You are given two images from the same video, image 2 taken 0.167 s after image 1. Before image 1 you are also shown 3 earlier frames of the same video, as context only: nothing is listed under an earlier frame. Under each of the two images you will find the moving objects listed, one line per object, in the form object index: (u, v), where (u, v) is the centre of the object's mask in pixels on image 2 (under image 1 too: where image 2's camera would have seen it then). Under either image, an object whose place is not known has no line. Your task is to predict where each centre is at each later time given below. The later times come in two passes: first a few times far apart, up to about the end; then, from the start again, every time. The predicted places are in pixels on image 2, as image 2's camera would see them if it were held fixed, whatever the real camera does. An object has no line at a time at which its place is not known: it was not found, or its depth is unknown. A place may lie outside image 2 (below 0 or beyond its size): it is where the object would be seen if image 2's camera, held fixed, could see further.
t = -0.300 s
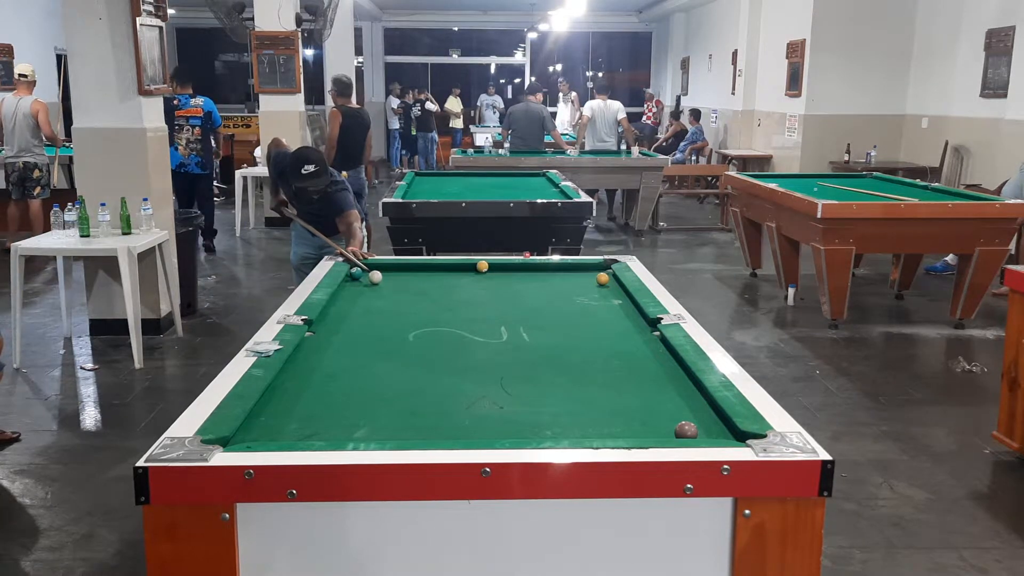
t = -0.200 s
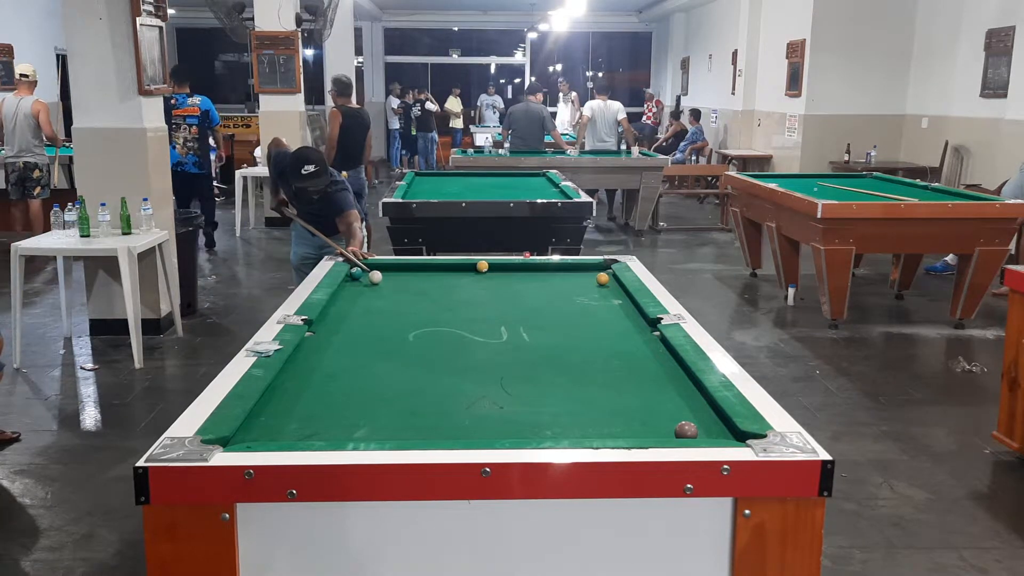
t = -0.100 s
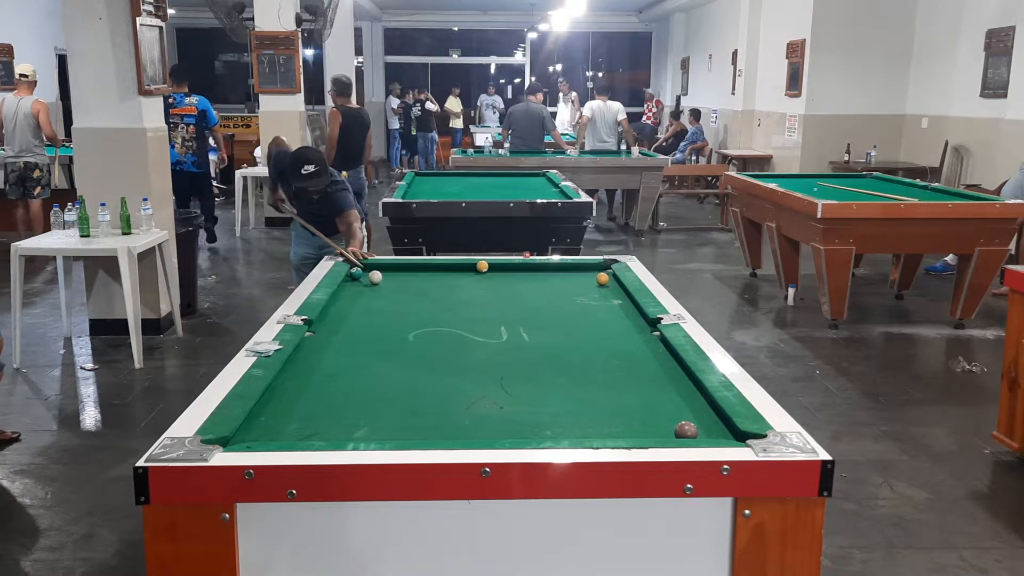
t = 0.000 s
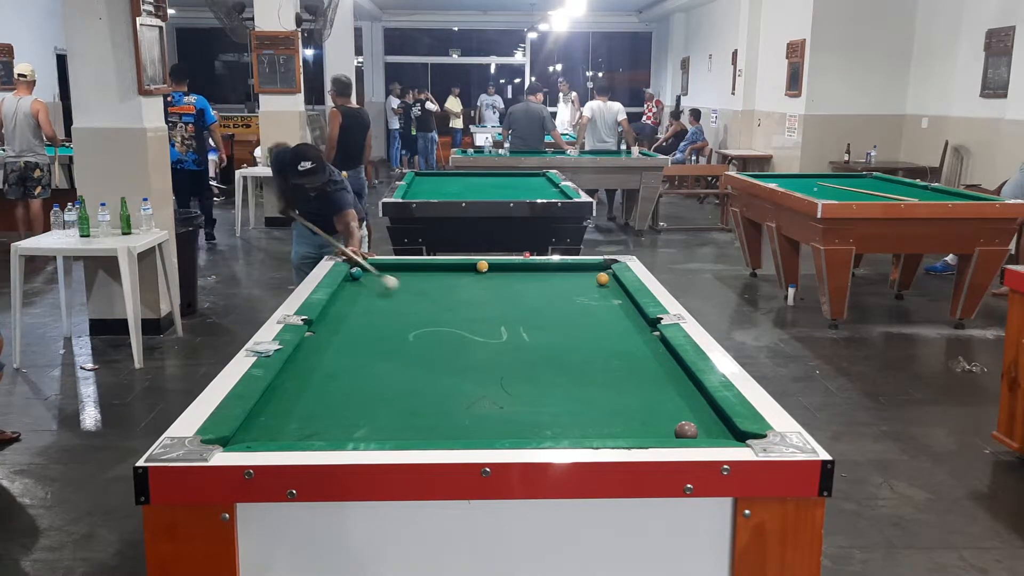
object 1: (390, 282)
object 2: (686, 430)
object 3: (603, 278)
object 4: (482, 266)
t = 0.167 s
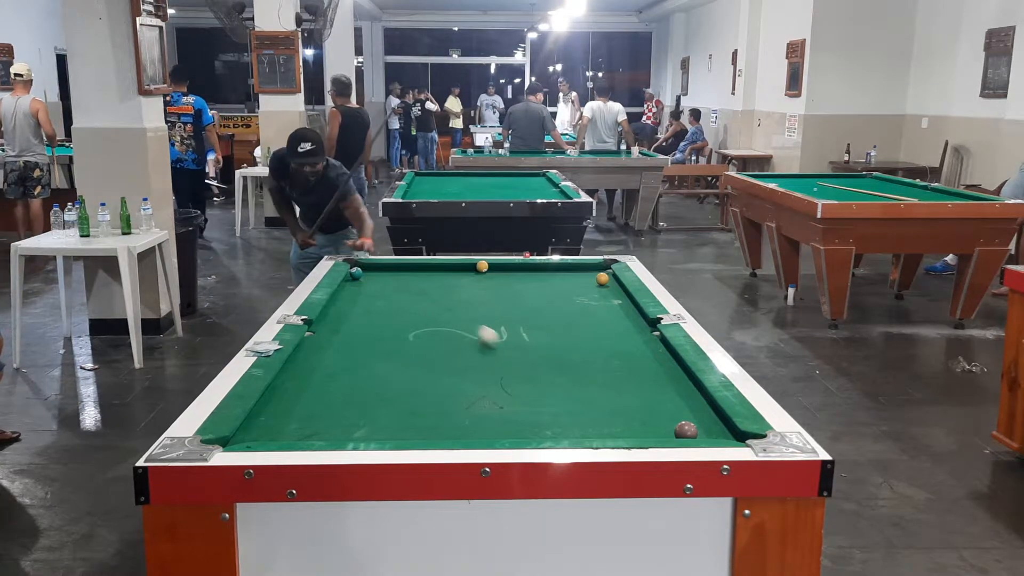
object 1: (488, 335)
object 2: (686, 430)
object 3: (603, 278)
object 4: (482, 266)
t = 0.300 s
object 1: (600, 395)
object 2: (686, 430)
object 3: (603, 278)
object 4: (482, 266)
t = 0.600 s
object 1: (611, 357)
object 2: (669, 403)
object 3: (603, 278)
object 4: (482, 266)
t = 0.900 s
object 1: (597, 303)
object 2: (602, 357)
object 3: (602, 278)
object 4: (482, 266)
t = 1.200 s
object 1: (571, 273)
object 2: (553, 323)
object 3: (595, 275)
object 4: (482, 266)
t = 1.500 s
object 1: (520, 273)
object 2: (516, 298)
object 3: (579, 276)
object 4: (482, 266)
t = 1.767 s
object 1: (458, 279)
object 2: (491, 280)
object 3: (594, 282)
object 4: (482, 266)
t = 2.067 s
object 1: (386, 286)
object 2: (462, 267)
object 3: (610, 288)
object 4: (486, 268)
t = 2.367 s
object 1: (364, 292)
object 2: (437, 273)
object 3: (624, 294)
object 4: (495, 274)
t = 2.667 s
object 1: (413, 298)
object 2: (414, 279)
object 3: (622, 300)
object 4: (505, 279)
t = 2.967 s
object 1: (462, 304)
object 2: (390, 285)
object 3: (621, 304)
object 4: (514, 284)
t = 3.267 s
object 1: (511, 310)
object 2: (368, 292)
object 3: (619, 308)
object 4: (522, 289)
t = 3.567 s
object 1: (559, 316)
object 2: (346, 297)
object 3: (617, 312)
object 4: (530, 293)
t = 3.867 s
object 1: (606, 322)
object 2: (339, 302)
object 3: (617, 315)
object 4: (538, 298)
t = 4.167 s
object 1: (646, 327)
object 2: (347, 306)
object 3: (614, 318)
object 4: (545, 301)
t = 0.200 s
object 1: (512, 349)
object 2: (686, 430)
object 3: (603, 278)
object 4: (482, 266)
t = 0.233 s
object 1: (539, 364)
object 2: (686, 430)
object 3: (603, 278)
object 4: (482, 266)
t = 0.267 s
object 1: (568, 379)
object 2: (686, 430)
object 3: (603, 278)
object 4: (482, 266)
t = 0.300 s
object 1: (600, 395)
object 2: (686, 430)
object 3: (603, 278)
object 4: (482, 266)
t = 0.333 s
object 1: (635, 414)
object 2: (686, 430)
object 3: (603, 278)
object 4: (482, 266)
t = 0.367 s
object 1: (663, 430)
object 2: (697, 430)
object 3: (603, 278)
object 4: (482, 266)
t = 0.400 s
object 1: (656, 422)
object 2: (733, 434)
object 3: (603, 278)
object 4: (482, 266)
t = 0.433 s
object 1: (646, 407)
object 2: (719, 433)
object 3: (603, 278)
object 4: (482, 266)
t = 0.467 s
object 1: (636, 398)
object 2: (708, 429)
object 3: (603, 278)
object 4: (482, 266)
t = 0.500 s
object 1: (628, 385)
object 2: (697, 423)
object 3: (603, 278)
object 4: (482, 266)
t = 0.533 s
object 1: (621, 375)
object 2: (687, 416)
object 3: (603, 278)
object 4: (482, 266)
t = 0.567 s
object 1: (616, 366)
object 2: (678, 409)
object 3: (603, 278)
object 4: (482, 266)
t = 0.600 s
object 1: (611, 357)
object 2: (669, 403)
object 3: (603, 278)
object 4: (482, 266)
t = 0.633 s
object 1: (608, 349)
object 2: (660, 397)
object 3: (603, 278)
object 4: (482, 266)
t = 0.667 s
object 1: (605, 341)
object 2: (652, 391)
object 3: (602, 278)
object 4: (482, 266)
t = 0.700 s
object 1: (603, 335)
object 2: (643, 386)
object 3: (603, 278)
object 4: (482, 266)
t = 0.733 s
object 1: (602, 329)
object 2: (636, 380)
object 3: (603, 278)
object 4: (482, 266)
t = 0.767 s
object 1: (601, 324)
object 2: (629, 375)
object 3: (602, 278)
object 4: (482, 266)
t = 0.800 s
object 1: (600, 318)
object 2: (621, 370)
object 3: (603, 278)
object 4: (482, 266)
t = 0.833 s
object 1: (599, 313)
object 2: (614, 365)
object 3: (603, 278)
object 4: (482, 266)
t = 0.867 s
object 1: (598, 308)
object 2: (607, 361)
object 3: (603, 278)
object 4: (482, 266)
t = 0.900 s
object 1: (597, 303)
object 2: (602, 357)
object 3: (602, 278)
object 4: (482, 266)
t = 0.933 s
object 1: (597, 299)
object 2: (595, 352)
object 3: (602, 278)
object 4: (482, 266)
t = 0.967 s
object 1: (596, 295)
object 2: (589, 348)
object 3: (603, 278)
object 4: (482, 266)
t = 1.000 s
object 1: (595, 290)
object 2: (584, 344)
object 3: (603, 278)
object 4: (482, 266)
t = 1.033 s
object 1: (594, 287)
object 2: (578, 340)
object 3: (603, 278)
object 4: (482, 266)
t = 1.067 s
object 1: (593, 283)
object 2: (573, 337)
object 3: (603, 278)
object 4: (482, 266)
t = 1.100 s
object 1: (591, 280)
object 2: (568, 333)
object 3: (605, 278)
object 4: (482, 266)
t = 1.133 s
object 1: (584, 277)
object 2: (563, 329)
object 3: (610, 276)
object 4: (482, 266)
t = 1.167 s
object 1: (578, 275)
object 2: (558, 326)
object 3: (603, 275)
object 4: (482, 266)
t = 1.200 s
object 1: (571, 273)
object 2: (553, 323)
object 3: (595, 275)
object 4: (482, 266)
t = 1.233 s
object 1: (566, 270)
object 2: (548, 320)
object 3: (588, 274)
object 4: (482, 266)
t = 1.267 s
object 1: (561, 268)
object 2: (544, 317)
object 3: (582, 273)
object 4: (482, 266)
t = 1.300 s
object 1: (556, 266)
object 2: (540, 314)
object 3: (575, 273)
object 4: (482, 266)
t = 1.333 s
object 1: (554, 267)
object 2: (536, 311)
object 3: (569, 272)
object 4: (482, 266)
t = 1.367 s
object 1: (551, 269)
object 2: (532, 308)
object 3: (566, 272)
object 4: (482, 266)
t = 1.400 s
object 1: (543, 270)
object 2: (528, 305)
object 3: (570, 273)
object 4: (482, 266)
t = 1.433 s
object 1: (535, 271)
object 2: (524, 303)
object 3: (573, 274)
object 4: (482, 266)
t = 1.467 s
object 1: (527, 272)
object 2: (520, 300)
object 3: (577, 275)
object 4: (482, 266)
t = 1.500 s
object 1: (520, 273)
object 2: (516, 298)
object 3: (579, 276)
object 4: (482, 266)
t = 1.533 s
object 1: (512, 273)
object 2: (513, 295)
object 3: (581, 277)
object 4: (482, 266)
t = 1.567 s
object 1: (504, 274)
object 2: (510, 293)
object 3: (583, 277)
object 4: (482, 266)
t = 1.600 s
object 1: (497, 275)
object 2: (506, 291)
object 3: (584, 278)
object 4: (482, 266)
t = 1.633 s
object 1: (489, 275)
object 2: (503, 288)
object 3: (586, 279)
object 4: (482, 266)
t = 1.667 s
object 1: (482, 276)
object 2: (500, 286)
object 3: (589, 279)
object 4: (482, 266)
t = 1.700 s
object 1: (474, 277)
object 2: (497, 284)
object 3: (590, 280)
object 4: (482, 266)
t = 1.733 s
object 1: (466, 278)
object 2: (494, 282)
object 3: (592, 281)
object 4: (482, 266)
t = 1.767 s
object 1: (458, 279)
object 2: (491, 280)
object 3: (594, 282)
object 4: (482, 266)
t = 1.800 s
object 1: (450, 279)
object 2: (488, 278)
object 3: (596, 282)
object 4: (482, 266)
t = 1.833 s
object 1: (442, 280)
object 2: (486, 276)
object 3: (598, 283)
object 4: (482, 266)
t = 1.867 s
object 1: (434, 281)
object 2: (483, 274)
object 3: (599, 284)
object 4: (482, 265)
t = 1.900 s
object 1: (426, 282)
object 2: (480, 272)
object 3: (601, 284)
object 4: (483, 265)
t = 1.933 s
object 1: (419, 282)
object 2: (478, 270)
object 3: (603, 285)
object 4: (483, 265)
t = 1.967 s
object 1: (410, 283)
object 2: (474, 268)
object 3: (605, 286)
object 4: (483, 266)
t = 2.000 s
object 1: (402, 284)
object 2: (470, 268)
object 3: (606, 286)
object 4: (484, 267)
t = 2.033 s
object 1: (394, 285)
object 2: (465, 266)
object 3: (608, 287)
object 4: (485, 267)
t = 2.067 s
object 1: (386, 286)
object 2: (462, 267)
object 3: (610, 288)
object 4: (486, 268)
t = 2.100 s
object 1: (378, 287)
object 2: (459, 268)
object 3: (612, 288)
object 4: (487, 268)
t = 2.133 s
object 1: (369, 287)
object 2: (456, 268)
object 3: (613, 289)
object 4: (488, 269)
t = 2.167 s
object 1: (361, 288)
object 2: (454, 269)
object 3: (615, 290)
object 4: (489, 270)
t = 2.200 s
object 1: (353, 289)
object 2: (451, 270)
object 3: (616, 291)
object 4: (490, 271)
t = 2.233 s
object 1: (344, 290)
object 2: (448, 270)
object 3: (618, 291)
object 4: (491, 271)
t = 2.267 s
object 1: (346, 290)
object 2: (445, 271)
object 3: (620, 292)
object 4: (492, 272)
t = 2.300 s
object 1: (352, 291)
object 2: (443, 272)
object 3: (622, 293)
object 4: (493, 272)
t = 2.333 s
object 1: (358, 292)
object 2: (440, 273)
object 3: (623, 294)
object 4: (494, 273)
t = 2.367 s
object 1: (364, 292)
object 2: (437, 273)
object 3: (624, 294)
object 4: (495, 274)
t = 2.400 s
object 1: (369, 293)
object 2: (435, 274)
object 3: (624, 295)
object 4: (497, 274)
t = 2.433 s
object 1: (375, 294)
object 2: (432, 274)
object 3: (624, 296)
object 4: (497, 275)
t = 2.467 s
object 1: (380, 295)
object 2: (430, 275)
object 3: (624, 296)
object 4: (499, 275)
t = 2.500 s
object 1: (385, 295)
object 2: (427, 276)
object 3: (623, 297)
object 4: (500, 276)
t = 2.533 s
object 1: (391, 296)
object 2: (424, 276)
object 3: (623, 297)
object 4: (501, 277)
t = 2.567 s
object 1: (396, 296)
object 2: (421, 277)
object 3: (623, 298)
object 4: (502, 277)
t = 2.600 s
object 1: (401, 297)
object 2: (419, 278)
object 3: (623, 298)
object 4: (503, 278)
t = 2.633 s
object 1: (407, 297)
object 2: (416, 279)
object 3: (623, 299)
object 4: (503, 278)
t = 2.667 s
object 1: (413, 298)
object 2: (414, 279)
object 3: (622, 300)
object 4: (505, 279)
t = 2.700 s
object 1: (418, 299)
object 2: (411, 280)
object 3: (622, 300)
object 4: (506, 280)
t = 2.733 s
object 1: (424, 300)
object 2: (409, 280)
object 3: (622, 301)
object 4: (507, 280)
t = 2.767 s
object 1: (429, 300)
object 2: (406, 281)
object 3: (622, 301)
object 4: (508, 281)
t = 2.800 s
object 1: (435, 301)
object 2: (403, 282)
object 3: (622, 302)
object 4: (509, 281)
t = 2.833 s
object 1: (440, 302)
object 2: (400, 283)
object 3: (621, 302)
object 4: (510, 282)
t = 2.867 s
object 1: (446, 302)
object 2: (398, 283)
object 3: (621, 303)
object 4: (511, 282)
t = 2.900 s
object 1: (451, 303)
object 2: (396, 284)
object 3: (621, 303)
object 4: (512, 283)
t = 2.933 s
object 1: (457, 303)
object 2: (393, 285)
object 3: (621, 304)
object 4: (513, 284)
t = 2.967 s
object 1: (462, 304)
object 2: (390, 285)
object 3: (621, 304)
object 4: (514, 284)
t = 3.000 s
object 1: (468, 305)
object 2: (388, 286)
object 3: (621, 305)
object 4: (515, 284)
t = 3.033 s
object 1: (473, 306)
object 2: (385, 287)
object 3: (620, 305)
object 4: (516, 285)
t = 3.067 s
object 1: (478, 306)
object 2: (383, 288)
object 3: (620, 306)
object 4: (517, 286)
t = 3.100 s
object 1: (484, 307)
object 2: (380, 288)
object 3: (620, 306)
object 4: (518, 286)
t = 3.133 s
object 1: (489, 308)
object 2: (378, 289)
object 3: (620, 307)
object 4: (519, 287)
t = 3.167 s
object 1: (495, 308)
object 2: (375, 289)
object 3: (620, 307)
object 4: (520, 287)
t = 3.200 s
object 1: (500, 309)
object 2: (373, 290)
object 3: (619, 308)
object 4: (520, 288)
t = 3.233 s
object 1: (505, 310)
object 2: (370, 291)
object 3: (619, 308)
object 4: (521, 288)
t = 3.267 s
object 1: (511, 310)
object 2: (368, 292)
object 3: (619, 308)
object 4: (522, 289)
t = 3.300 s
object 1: (516, 311)
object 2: (366, 292)
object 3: (619, 309)
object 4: (523, 289)
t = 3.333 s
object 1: (521, 312)
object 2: (363, 293)
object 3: (618, 309)
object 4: (524, 290)
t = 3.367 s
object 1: (527, 312)
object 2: (360, 294)
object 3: (618, 310)
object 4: (525, 290)
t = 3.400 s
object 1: (532, 313)
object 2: (358, 294)
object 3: (618, 310)
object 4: (526, 291)
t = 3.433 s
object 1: (537, 314)
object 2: (355, 295)
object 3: (618, 310)
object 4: (527, 292)
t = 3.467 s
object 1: (543, 314)
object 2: (353, 295)
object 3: (618, 311)
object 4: (528, 292)
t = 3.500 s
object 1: (548, 315)
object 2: (351, 296)
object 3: (618, 311)
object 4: (529, 292)
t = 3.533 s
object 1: (553, 315)
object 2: (348, 297)
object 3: (618, 312)
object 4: (529, 293)
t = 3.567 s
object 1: (559, 316)
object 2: (346, 297)
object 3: (617, 312)
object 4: (530, 293)
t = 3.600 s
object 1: (564, 317)
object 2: (344, 298)
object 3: (617, 313)
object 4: (531, 294)
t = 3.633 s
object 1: (569, 317)
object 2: (341, 298)
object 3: (617, 313)
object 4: (532, 294)
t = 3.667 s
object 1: (574, 318)
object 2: (339, 299)
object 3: (617, 314)
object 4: (533, 295)
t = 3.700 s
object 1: (580, 319)
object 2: (336, 300)
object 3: (617, 314)
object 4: (534, 295)
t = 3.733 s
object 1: (585, 319)
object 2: (336, 300)
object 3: (616, 314)
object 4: (535, 296)
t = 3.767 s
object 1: (591, 320)
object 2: (337, 301)
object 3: (616, 315)
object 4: (535, 296)
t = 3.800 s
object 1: (595, 321)
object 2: (337, 301)
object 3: (616, 315)
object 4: (536, 296)
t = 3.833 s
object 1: (601, 321)
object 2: (338, 302)
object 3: (616, 315)
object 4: (537, 297)
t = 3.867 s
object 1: (606, 322)
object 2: (339, 302)
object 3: (617, 315)
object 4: (538, 298)
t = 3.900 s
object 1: (611, 323)
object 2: (340, 302)
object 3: (617, 313)
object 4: (539, 298)
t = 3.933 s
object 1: (616, 323)
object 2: (341, 303)
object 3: (615, 313)
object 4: (540, 298)
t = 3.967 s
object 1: (622, 324)
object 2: (342, 303)
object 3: (614, 315)
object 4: (540, 299)
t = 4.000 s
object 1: (627, 324)
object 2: (343, 304)
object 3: (615, 317)
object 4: (541, 299)
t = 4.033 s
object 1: (632, 325)
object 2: (344, 304)
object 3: (615, 317)
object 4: (542, 300)
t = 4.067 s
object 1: (637, 326)
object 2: (345, 304)
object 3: (615, 317)
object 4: (543, 300)
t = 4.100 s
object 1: (642, 327)
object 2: (346, 305)
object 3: (614, 318)
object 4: (543, 300)
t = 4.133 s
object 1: (647, 327)
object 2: (346, 306)
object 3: (614, 318)
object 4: (544, 301)
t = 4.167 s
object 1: (646, 327)
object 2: (347, 306)
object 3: (614, 318)
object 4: (545, 301)
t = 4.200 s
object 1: (642, 327)
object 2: (348, 306)
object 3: (614, 319)
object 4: (545, 302)
